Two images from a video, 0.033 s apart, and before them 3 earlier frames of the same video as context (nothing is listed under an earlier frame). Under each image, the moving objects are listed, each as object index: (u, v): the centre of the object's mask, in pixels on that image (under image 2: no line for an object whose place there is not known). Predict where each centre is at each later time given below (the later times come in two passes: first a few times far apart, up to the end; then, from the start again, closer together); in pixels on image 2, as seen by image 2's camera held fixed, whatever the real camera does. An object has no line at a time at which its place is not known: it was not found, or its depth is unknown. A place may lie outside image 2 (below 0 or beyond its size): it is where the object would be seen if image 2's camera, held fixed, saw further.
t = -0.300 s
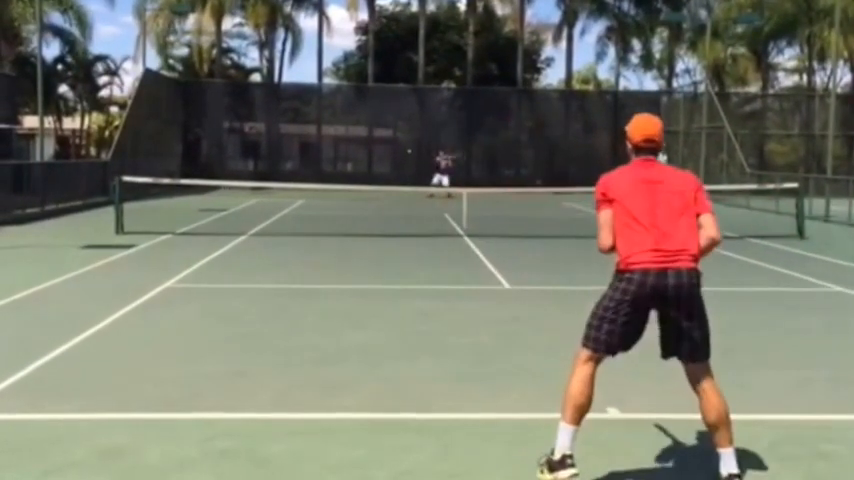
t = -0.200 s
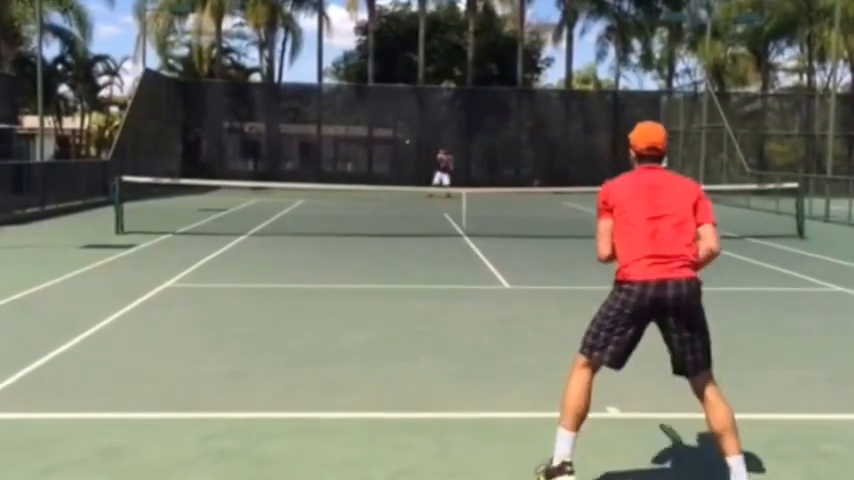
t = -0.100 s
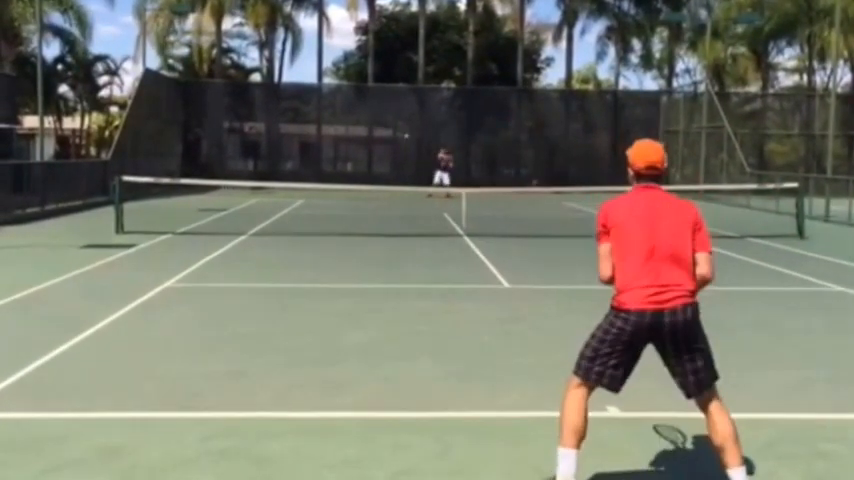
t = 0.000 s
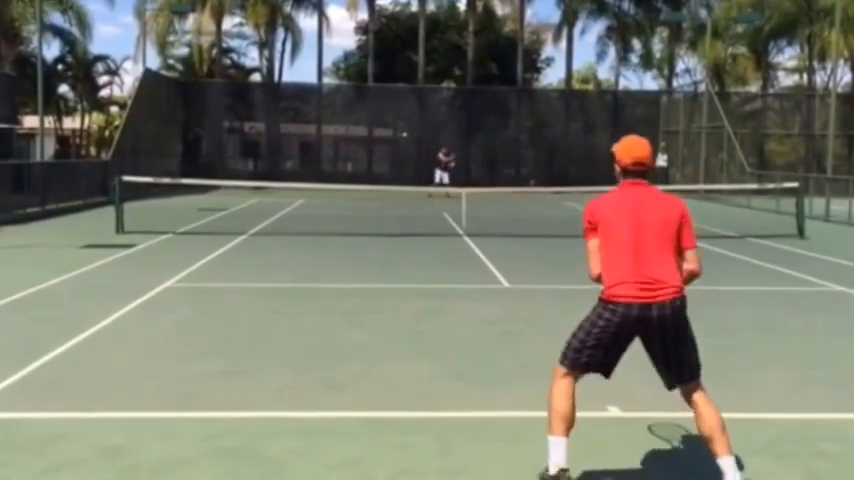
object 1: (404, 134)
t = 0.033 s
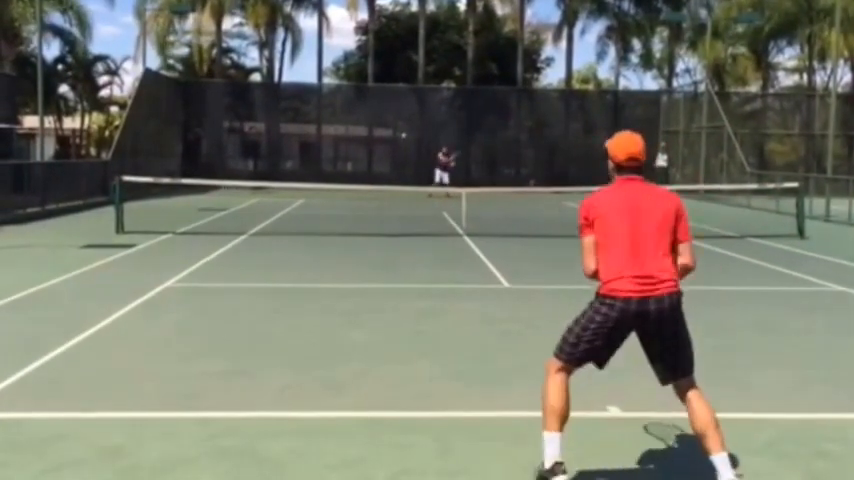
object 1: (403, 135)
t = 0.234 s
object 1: (397, 157)
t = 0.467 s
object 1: (383, 243)
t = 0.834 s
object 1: (365, 230)
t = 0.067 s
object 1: (402, 136)
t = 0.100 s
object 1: (402, 139)
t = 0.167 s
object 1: (399, 145)
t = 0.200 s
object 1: (398, 151)
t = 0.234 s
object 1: (397, 157)
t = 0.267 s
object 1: (396, 164)
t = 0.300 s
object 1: (394, 172)
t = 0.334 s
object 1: (392, 183)
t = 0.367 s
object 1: (390, 194)
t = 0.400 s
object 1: (388, 208)
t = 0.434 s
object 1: (386, 224)
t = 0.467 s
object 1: (383, 243)
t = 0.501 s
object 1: (380, 264)
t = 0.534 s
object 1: (378, 288)
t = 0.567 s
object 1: (377, 285)
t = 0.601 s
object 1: (376, 275)
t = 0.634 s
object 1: (376, 266)
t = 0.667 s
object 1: (374, 258)
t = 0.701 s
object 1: (372, 250)
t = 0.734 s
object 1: (370, 245)
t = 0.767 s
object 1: (368, 239)
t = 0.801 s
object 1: (366, 234)
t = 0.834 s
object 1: (365, 230)
